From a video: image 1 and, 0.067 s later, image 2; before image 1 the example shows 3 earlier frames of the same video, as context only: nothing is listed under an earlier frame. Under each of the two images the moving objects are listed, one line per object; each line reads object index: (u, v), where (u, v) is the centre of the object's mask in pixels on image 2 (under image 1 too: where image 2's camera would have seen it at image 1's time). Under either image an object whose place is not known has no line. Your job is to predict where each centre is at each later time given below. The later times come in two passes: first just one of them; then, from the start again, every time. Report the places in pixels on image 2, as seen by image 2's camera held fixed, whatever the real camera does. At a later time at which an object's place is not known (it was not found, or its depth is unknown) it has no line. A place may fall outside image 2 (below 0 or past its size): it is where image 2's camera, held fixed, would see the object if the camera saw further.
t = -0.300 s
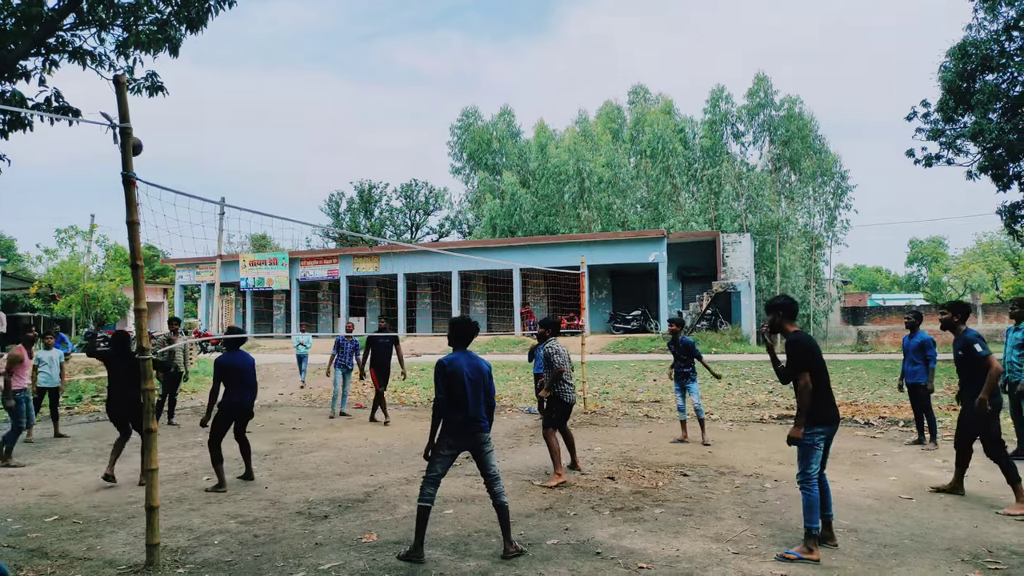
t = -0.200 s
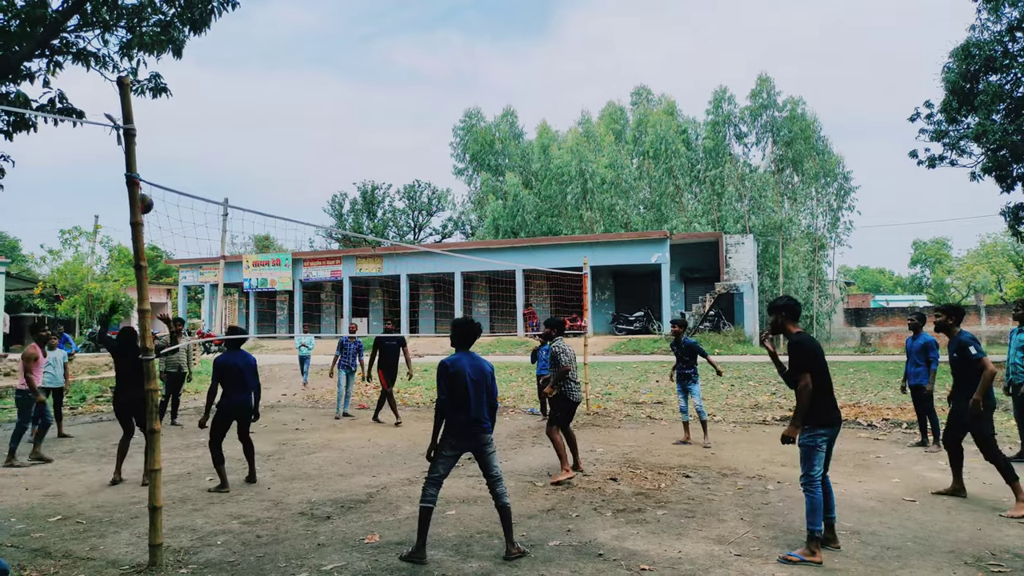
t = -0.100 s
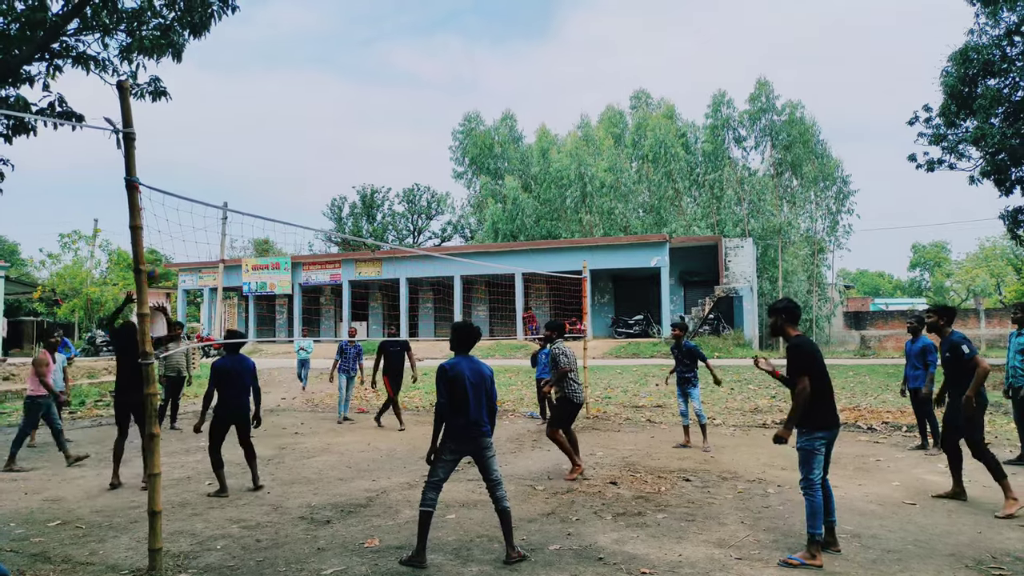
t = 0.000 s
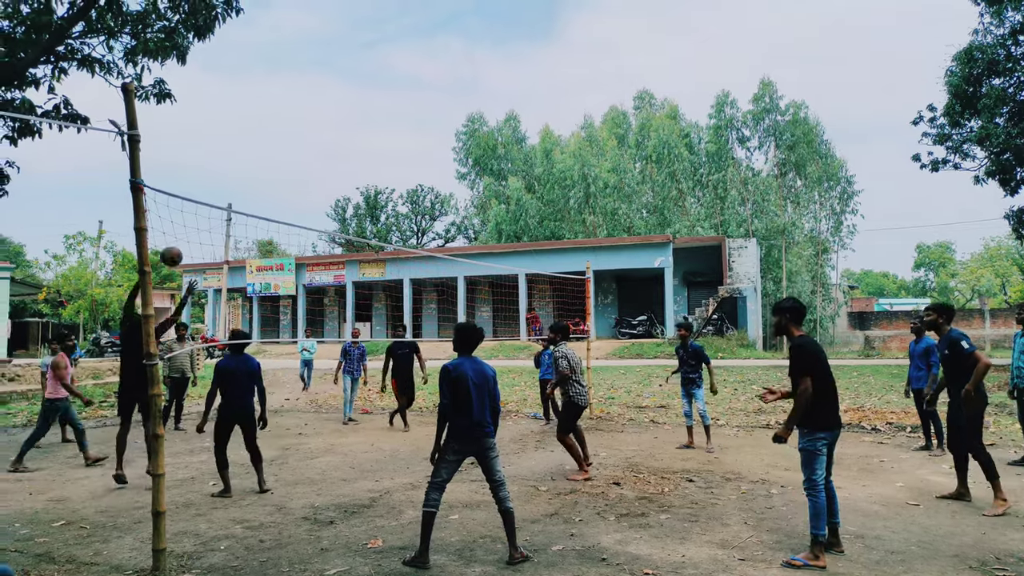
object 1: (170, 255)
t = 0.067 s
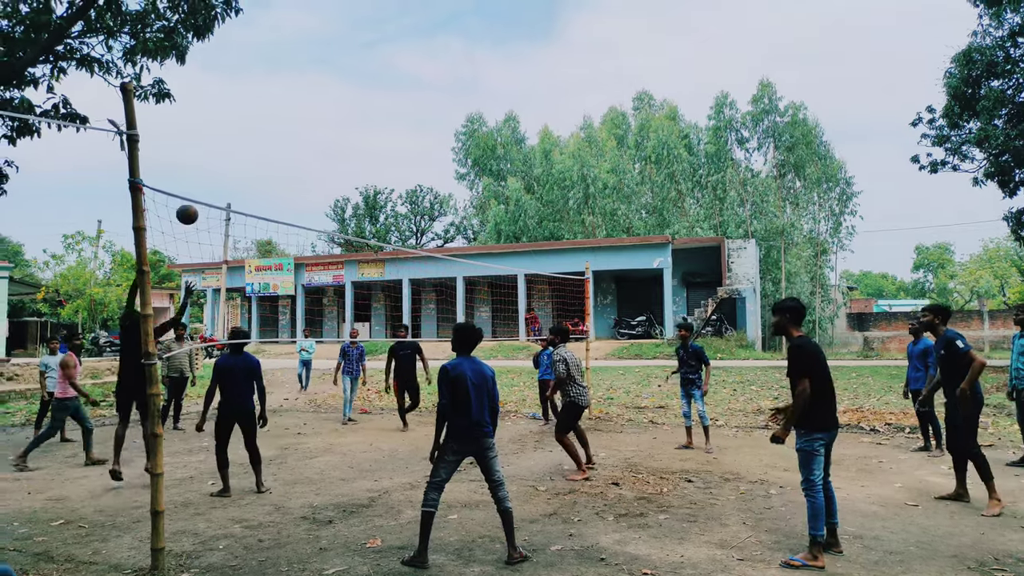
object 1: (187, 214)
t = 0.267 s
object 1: (239, 117)
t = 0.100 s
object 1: (195, 196)
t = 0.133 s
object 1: (205, 178)
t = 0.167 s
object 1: (215, 162)
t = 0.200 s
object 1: (224, 146)
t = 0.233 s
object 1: (231, 131)
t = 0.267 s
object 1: (239, 117)
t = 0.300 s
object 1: (247, 105)
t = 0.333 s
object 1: (256, 95)
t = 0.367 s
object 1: (265, 84)
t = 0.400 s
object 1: (272, 76)
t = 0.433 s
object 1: (280, 68)
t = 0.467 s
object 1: (288, 62)
